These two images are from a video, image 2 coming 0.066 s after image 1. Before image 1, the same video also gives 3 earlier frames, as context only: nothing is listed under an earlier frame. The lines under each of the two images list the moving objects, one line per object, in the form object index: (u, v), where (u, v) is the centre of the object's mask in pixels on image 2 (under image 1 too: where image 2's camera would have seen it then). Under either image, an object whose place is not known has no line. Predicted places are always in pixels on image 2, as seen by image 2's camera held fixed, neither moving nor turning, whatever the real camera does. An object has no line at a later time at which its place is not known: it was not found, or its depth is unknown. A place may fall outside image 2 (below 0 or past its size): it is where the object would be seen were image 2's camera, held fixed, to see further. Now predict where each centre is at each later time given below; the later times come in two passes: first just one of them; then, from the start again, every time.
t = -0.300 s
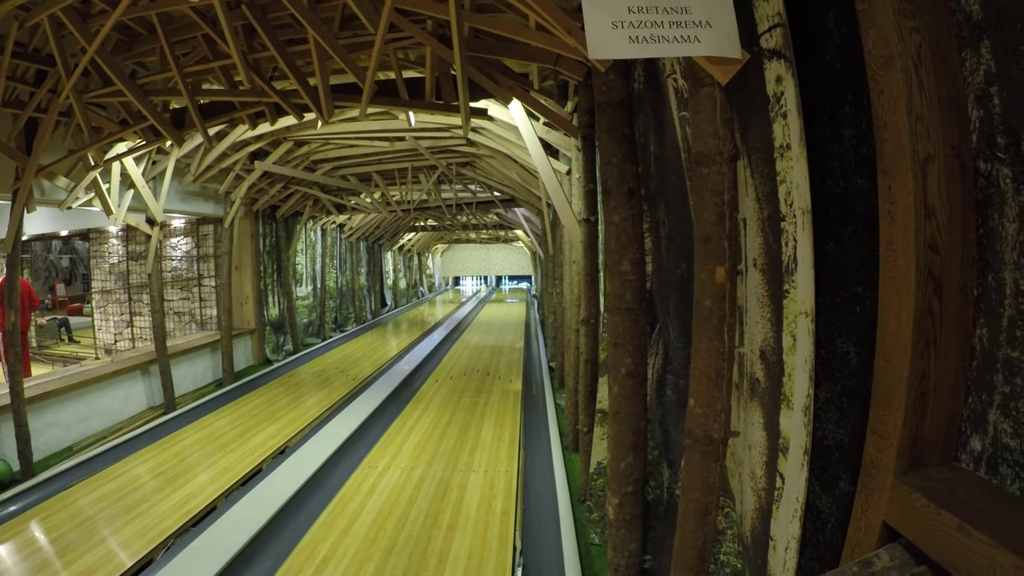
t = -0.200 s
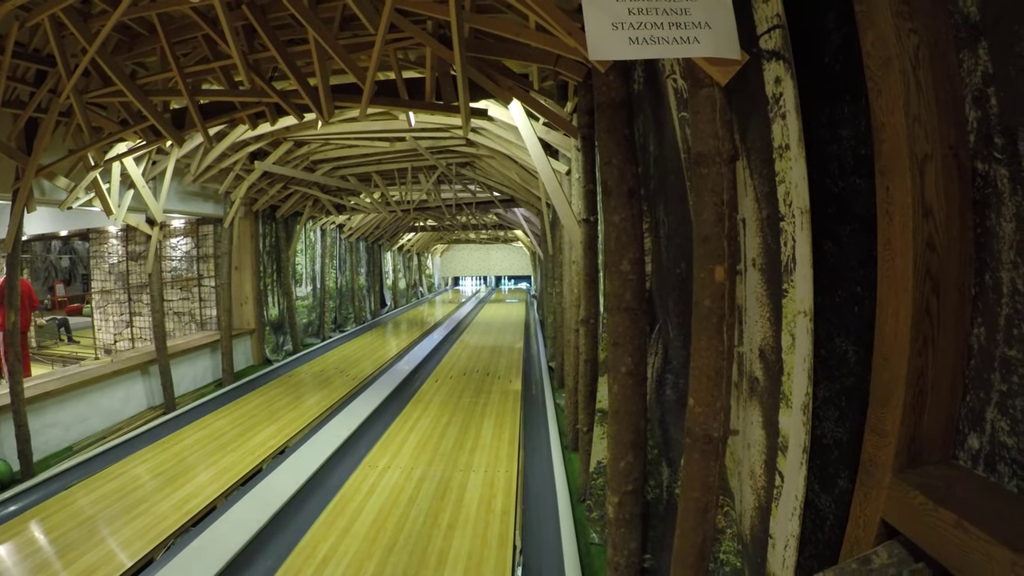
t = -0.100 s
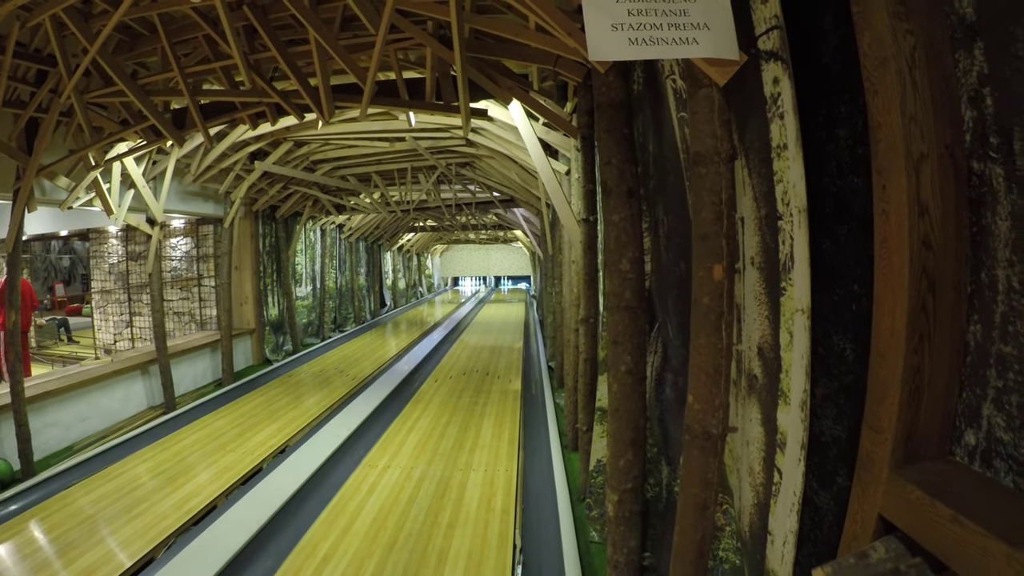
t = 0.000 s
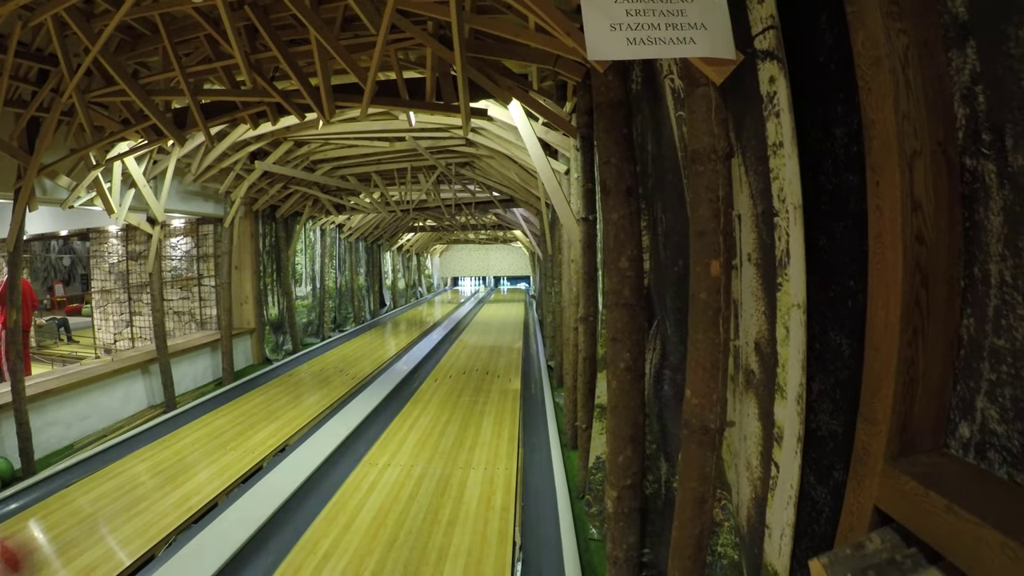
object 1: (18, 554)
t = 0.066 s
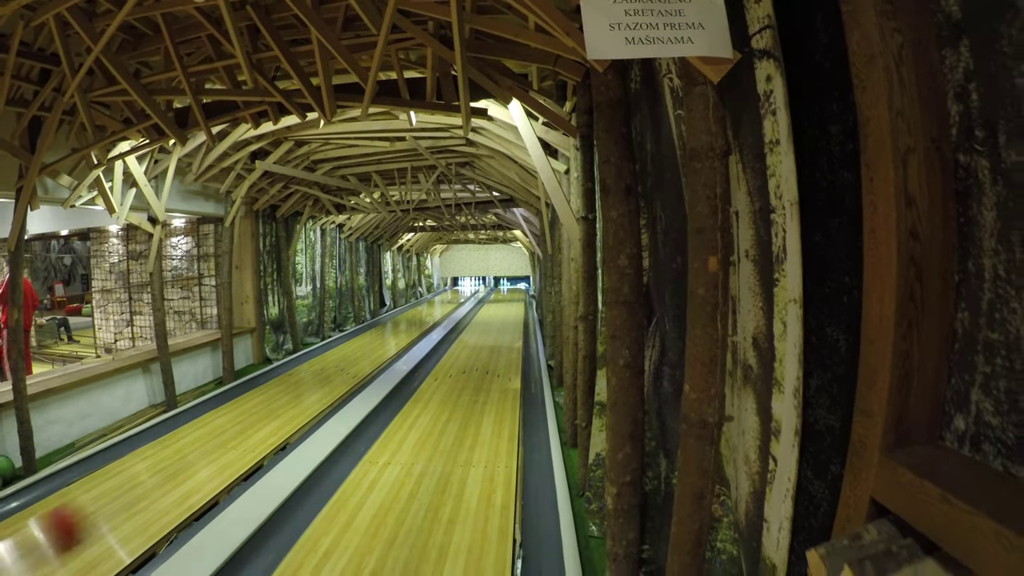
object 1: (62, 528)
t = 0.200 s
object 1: (147, 477)
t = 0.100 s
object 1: (86, 514)
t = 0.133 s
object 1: (107, 501)
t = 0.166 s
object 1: (126, 489)
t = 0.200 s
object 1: (147, 477)
